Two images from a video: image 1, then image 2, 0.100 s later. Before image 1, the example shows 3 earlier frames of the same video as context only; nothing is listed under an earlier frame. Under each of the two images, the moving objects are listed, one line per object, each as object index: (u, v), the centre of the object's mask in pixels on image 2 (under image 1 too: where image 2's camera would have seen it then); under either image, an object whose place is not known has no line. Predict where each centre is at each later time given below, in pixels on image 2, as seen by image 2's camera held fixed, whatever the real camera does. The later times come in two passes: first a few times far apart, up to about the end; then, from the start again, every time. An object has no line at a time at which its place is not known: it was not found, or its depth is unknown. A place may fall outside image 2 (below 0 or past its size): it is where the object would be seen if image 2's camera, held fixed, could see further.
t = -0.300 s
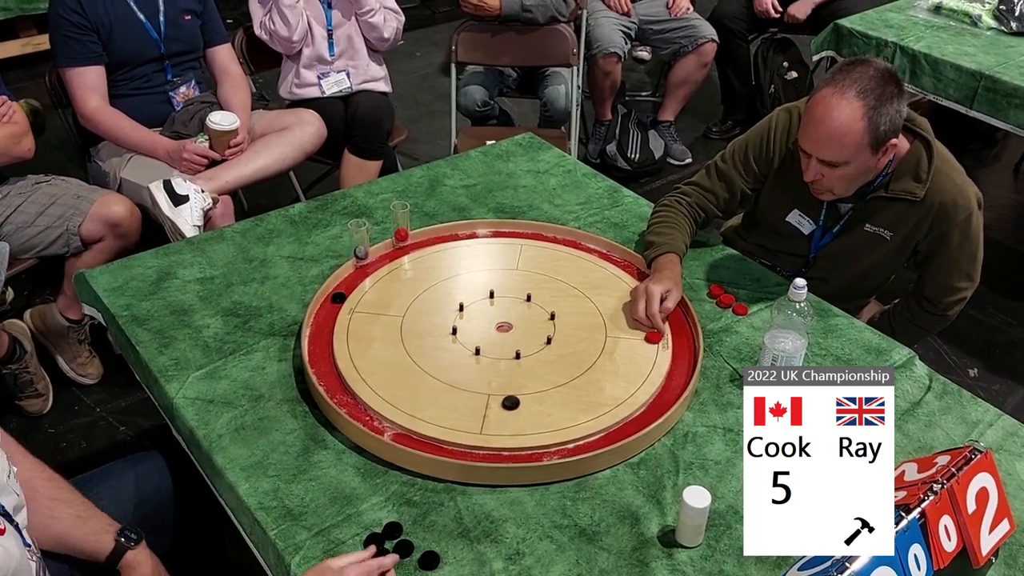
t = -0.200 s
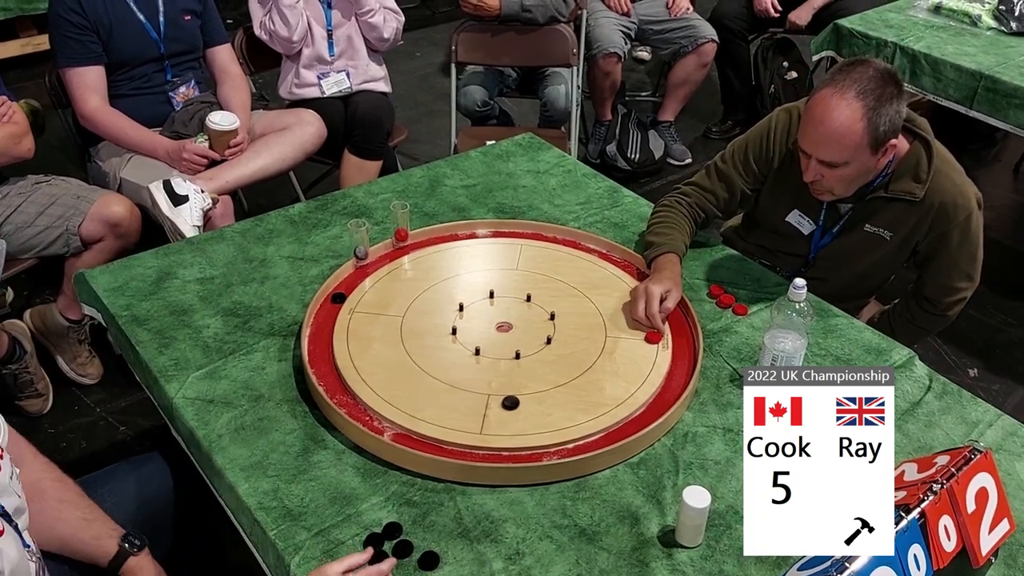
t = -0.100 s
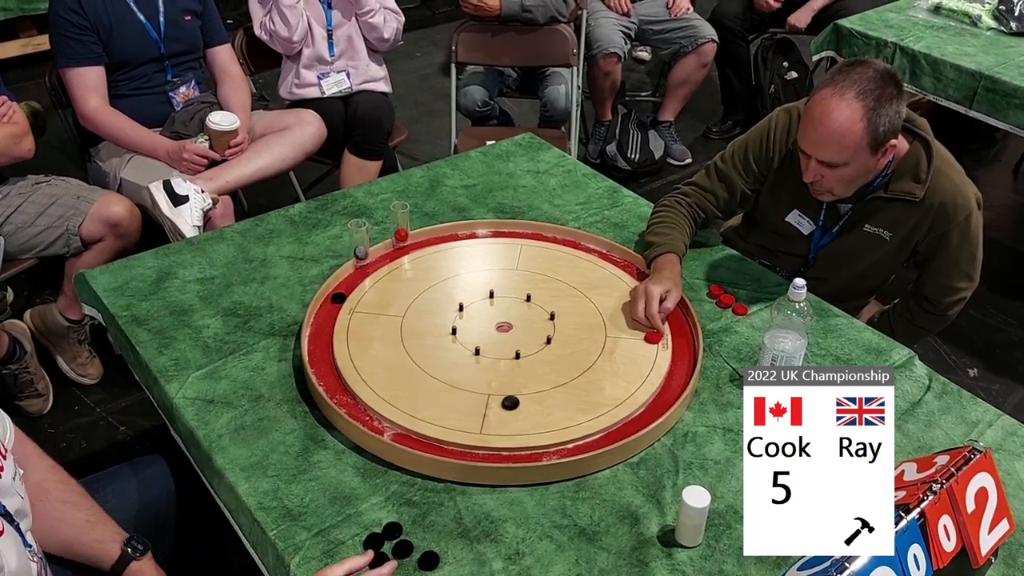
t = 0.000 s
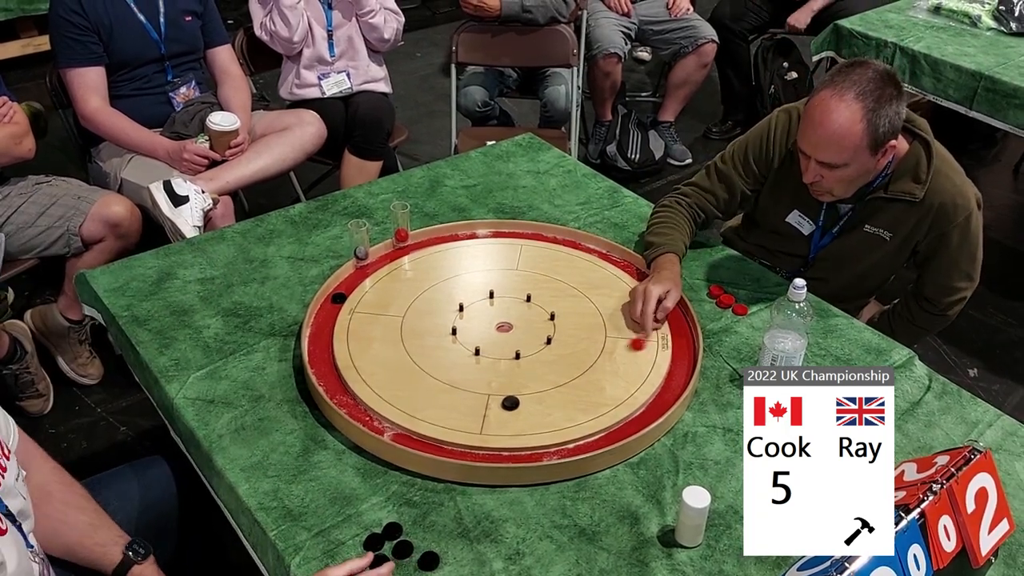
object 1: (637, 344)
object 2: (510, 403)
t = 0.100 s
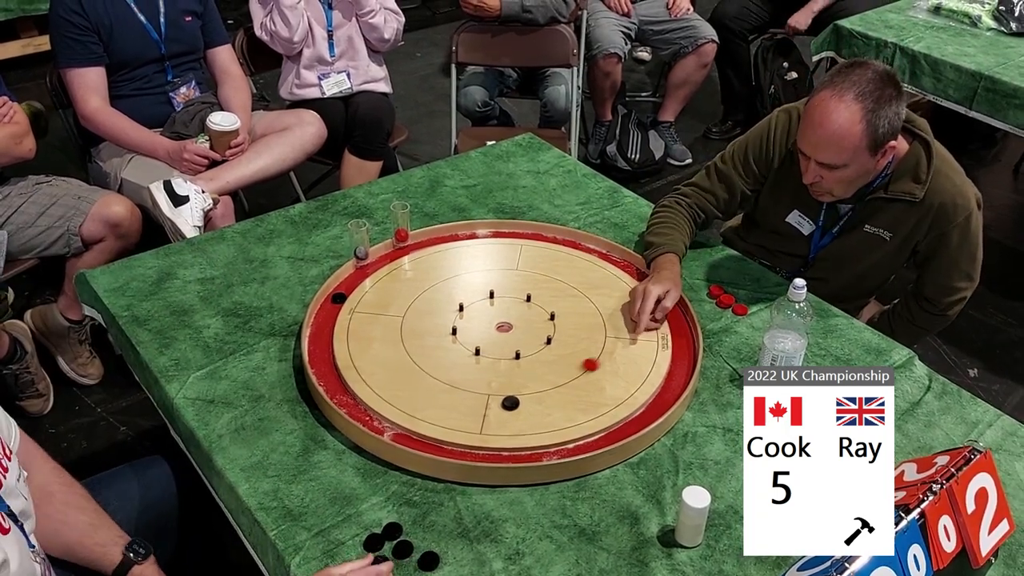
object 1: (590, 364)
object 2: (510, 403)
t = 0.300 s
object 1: (514, 391)
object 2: (495, 414)
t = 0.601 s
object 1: (494, 386)
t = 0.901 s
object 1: (493, 385)
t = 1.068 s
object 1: (493, 386)
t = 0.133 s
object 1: (575, 370)
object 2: (510, 403)
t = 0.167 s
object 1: (560, 377)
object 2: (510, 403)
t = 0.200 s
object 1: (545, 383)
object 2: (510, 403)
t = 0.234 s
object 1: (530, 389)
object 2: (510, 403)
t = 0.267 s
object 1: (519, 393)
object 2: (505, 407)
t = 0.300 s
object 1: (514, 391)
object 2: (495, 414)
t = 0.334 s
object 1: (510, 391)
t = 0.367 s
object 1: (507, 390)
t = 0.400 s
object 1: (504, 389)
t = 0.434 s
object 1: (501, 388)
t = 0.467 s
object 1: (499, 387)
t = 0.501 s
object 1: (497, 387)
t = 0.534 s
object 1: (495, 386)
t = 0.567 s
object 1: (494, 386)
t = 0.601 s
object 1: (494, 386)
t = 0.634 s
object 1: (494, 386)
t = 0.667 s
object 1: (493, 386)
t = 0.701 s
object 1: (493, 385)
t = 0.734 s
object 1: (493, 386)
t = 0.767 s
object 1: (493, 385)
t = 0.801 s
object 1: (493, 386)
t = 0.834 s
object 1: (493, 385)
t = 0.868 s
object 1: (493, 385)
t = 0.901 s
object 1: (493, 385)
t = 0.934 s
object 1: (493, 385)
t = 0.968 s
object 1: (493, 386)
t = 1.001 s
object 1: (493, 386)
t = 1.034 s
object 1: (493, 386)
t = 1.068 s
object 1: (493, 386)
